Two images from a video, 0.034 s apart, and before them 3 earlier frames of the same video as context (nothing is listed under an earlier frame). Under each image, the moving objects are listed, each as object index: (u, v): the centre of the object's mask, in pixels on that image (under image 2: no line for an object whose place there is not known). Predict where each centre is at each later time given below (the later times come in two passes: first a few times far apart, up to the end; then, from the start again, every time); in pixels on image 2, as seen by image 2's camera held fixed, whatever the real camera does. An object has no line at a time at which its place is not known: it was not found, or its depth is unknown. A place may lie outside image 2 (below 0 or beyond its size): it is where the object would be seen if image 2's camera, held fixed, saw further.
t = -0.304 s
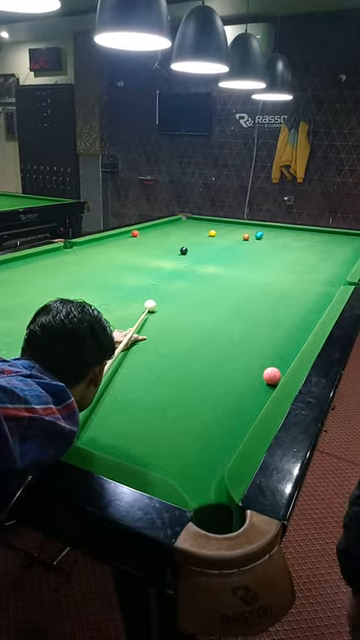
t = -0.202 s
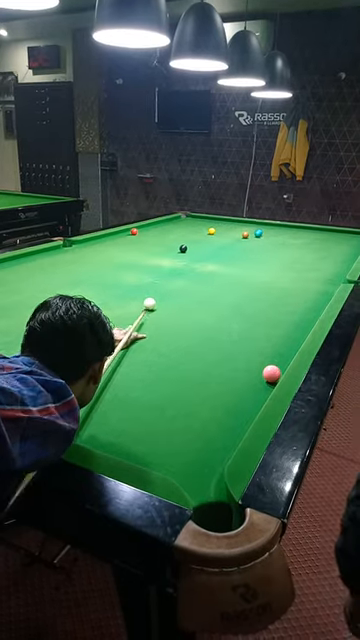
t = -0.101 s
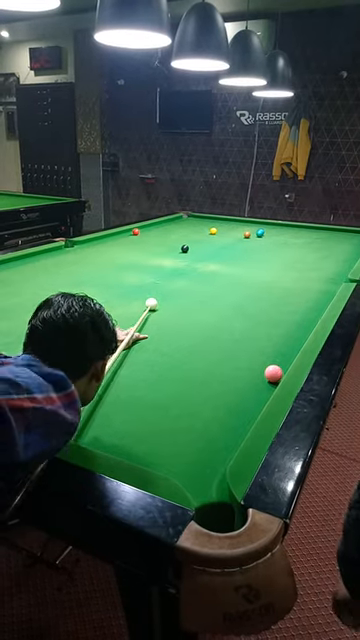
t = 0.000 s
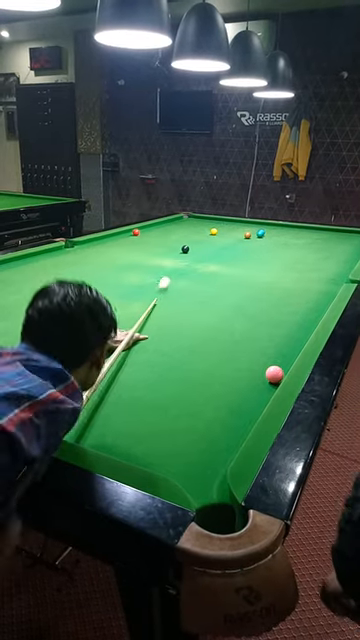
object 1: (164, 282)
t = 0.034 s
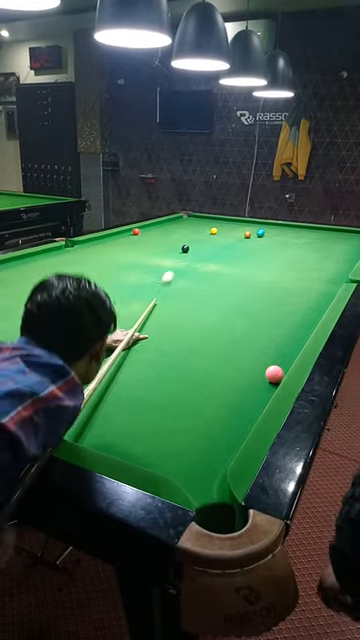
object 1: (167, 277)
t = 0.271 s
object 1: (184, 250)
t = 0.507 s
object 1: (194, 247)
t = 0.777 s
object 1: (204, 242)
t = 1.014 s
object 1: (211, 238)
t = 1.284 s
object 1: (218, 234)
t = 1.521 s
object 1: (224, 231)
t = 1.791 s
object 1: (230, 227)
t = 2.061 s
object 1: (235, 224)
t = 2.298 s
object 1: (239, 222)
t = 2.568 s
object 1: (243, 220)
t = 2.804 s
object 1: (242, 220)
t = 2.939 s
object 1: (240, 221)
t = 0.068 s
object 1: (171, 271)
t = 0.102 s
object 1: (174, 267)
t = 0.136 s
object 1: (176, 262)
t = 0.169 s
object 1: (179, 258)
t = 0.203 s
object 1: (181, 255)
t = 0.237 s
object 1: (183, 252)
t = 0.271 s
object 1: (184, 250)
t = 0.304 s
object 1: (186, 249)
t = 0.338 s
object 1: (187, 250)
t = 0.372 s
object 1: (189, 249)
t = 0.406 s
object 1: (190, 249)
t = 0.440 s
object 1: (191, 249)
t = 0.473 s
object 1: (193, 248)
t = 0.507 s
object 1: (194, 247)
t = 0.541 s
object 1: (196, 246)
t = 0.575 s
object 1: (197, 246)
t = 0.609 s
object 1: (198, 245)
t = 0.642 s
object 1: (199, 245)
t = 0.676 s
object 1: (200, 244)
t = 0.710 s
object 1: (202, 243)
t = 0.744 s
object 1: (203, 242)
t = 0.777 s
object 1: (204, 242)
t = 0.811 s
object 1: (205, 242)
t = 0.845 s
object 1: (206, 241)
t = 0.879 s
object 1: (207, 241)
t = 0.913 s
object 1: (208, 240)
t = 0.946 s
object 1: (209, 239)
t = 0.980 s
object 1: (210, 238)
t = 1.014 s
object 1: (211, 238)
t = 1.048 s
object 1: (212, 238)
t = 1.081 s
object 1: (213, 237)
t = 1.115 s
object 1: (214, 237)
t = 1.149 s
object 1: (215, 237)
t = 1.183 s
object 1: (216, 235)
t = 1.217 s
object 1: (217, 235)
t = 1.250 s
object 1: (218, 235)
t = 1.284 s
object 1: (218, 234)
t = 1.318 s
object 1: (219, 233)
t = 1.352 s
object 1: (221, 232)
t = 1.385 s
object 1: (221, 232)
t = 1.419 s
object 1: (222, 232)
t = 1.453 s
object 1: (222, 231)
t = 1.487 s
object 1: (224, 231)
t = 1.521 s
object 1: (224, 231)
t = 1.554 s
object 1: (225, 230)
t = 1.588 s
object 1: (225, 230)
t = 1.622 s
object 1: (226, 229)
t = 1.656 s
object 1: (227, 229)
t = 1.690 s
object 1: (228, 229)
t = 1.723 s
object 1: (228, 228)
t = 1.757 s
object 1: (229, 228)
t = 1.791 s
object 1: (230, 227)
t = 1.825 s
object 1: (230, 227)
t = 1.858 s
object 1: (231, 227)
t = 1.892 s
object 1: (232, 226)
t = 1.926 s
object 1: (233, 226)
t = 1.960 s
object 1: (233, 226)
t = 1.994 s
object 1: (234, 225)
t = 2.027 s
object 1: (234, 225)
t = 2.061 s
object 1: (235, 224)
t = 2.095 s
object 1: (236, 224)
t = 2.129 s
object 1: (236, 224)
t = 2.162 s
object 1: (237, 224)
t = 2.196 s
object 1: (237, 224)
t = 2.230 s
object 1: (238, 223)
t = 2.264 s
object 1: (239, 223)
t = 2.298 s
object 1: (239, 222)
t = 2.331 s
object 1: (240, 222)
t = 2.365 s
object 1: (240, 222)
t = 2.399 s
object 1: (241, 221)
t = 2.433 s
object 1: (241, 221)
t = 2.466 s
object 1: (242, 221)
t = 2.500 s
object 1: (242, 221)
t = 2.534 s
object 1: (243, 220)
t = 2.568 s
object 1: (243, 220)
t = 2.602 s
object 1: (243, 220)
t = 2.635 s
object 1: (244, 219)
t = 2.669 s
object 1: (244, 219)
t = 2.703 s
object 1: (244, 219)
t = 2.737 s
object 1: (243, 219)
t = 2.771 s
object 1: (243, 219)
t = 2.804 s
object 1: (242, 220)
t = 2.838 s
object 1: (242, 220)
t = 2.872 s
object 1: (242, 220)
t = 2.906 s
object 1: (241, 220)
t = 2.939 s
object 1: (240, 221)
